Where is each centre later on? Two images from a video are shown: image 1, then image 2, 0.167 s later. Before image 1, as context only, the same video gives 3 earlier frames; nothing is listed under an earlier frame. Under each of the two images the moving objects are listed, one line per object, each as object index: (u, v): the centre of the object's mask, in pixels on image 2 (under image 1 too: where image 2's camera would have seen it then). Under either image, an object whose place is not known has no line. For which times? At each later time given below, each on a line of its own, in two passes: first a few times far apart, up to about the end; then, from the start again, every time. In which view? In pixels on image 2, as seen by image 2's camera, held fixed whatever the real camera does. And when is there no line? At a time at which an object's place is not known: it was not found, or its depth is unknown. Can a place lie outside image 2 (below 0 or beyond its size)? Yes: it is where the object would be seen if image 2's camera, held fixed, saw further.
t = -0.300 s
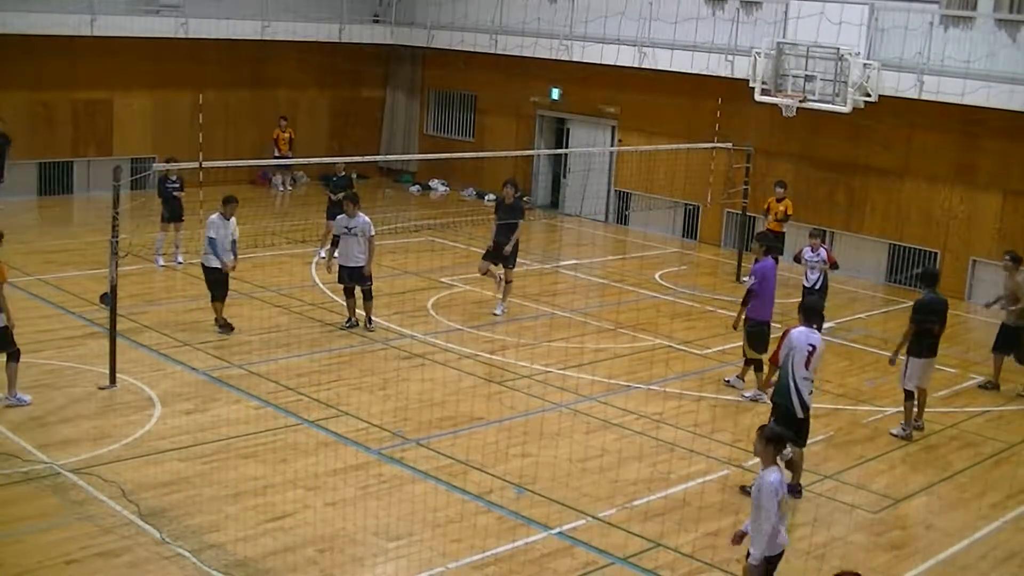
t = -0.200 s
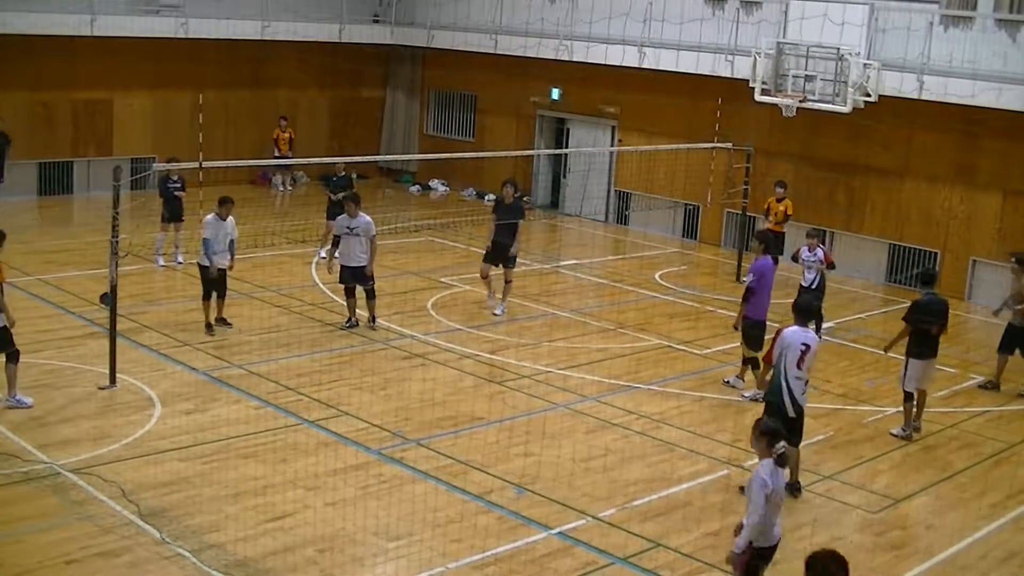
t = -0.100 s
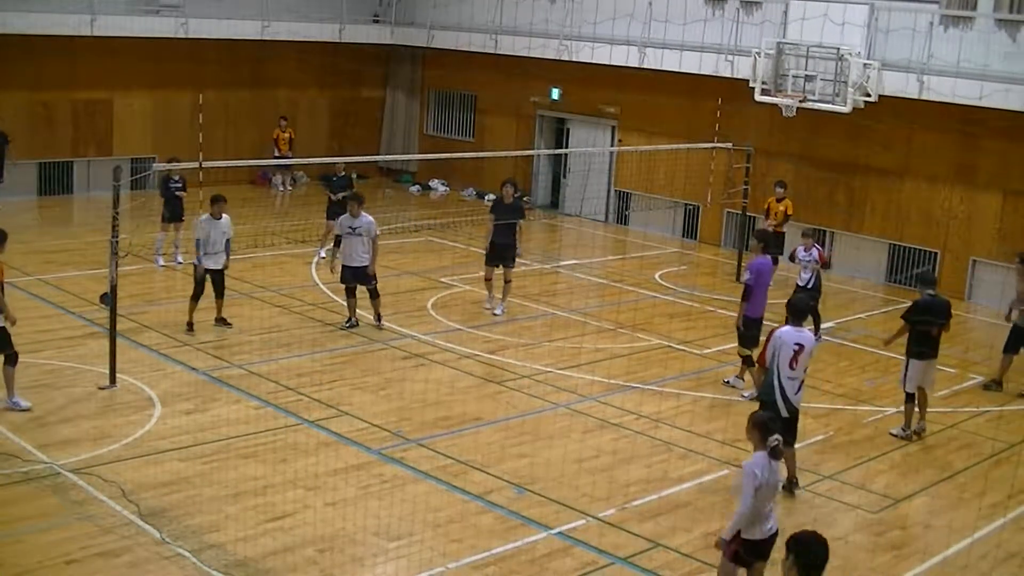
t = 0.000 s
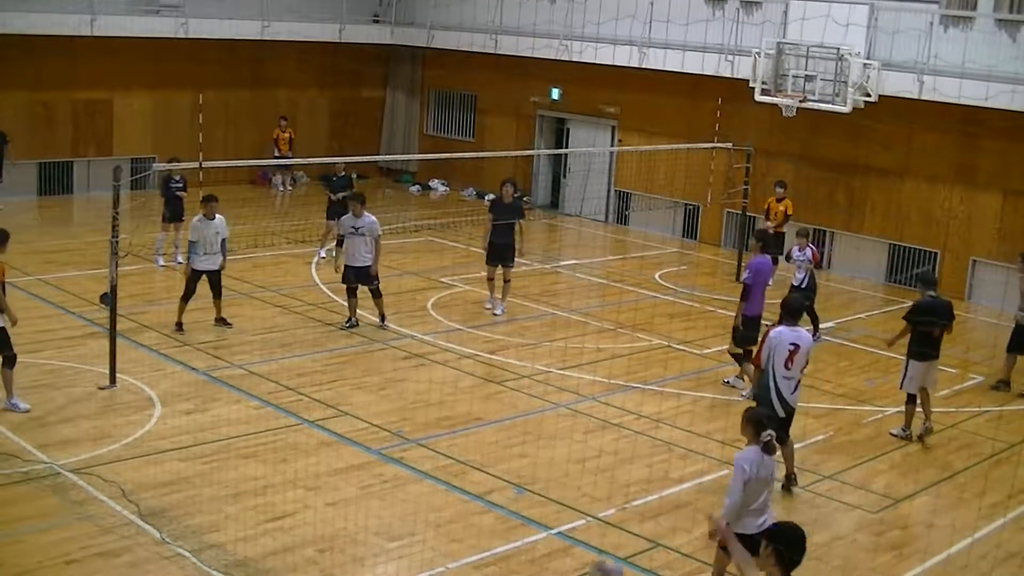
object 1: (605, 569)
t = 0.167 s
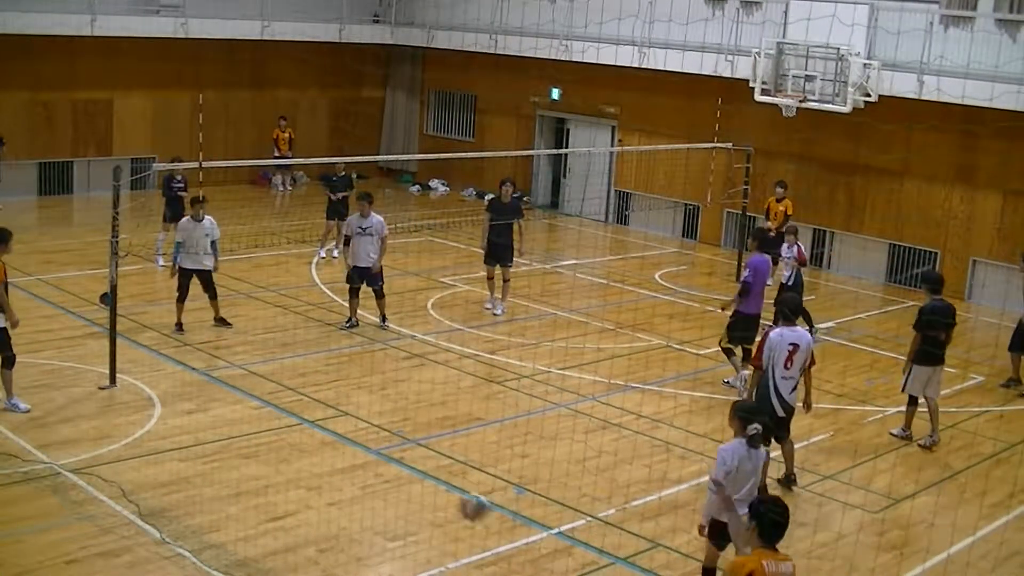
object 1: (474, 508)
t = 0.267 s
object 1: (411, 491)
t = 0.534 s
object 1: (294, 418)
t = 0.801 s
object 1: (215, 367)
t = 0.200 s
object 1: (450, 500)
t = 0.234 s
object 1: (430, 495)
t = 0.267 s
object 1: (411, 491)
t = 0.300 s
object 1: (390, 489)
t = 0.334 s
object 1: (373, 490)
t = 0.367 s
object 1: (355, 491)
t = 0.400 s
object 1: (341, 482)
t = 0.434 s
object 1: (329, 462)
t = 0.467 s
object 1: (318, 448)
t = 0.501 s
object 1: (306, 431)
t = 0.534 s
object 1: (294, 418)
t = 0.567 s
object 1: (283, 409)
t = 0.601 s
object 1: (274, 397)
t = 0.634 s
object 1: (261, 388)
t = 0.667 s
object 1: (252, 381)
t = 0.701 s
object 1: (243, 376)
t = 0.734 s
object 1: (232, 372)
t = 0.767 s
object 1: (224, 369)
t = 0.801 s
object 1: (215, 367)
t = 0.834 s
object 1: (207, 367)
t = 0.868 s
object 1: (198, 367)
